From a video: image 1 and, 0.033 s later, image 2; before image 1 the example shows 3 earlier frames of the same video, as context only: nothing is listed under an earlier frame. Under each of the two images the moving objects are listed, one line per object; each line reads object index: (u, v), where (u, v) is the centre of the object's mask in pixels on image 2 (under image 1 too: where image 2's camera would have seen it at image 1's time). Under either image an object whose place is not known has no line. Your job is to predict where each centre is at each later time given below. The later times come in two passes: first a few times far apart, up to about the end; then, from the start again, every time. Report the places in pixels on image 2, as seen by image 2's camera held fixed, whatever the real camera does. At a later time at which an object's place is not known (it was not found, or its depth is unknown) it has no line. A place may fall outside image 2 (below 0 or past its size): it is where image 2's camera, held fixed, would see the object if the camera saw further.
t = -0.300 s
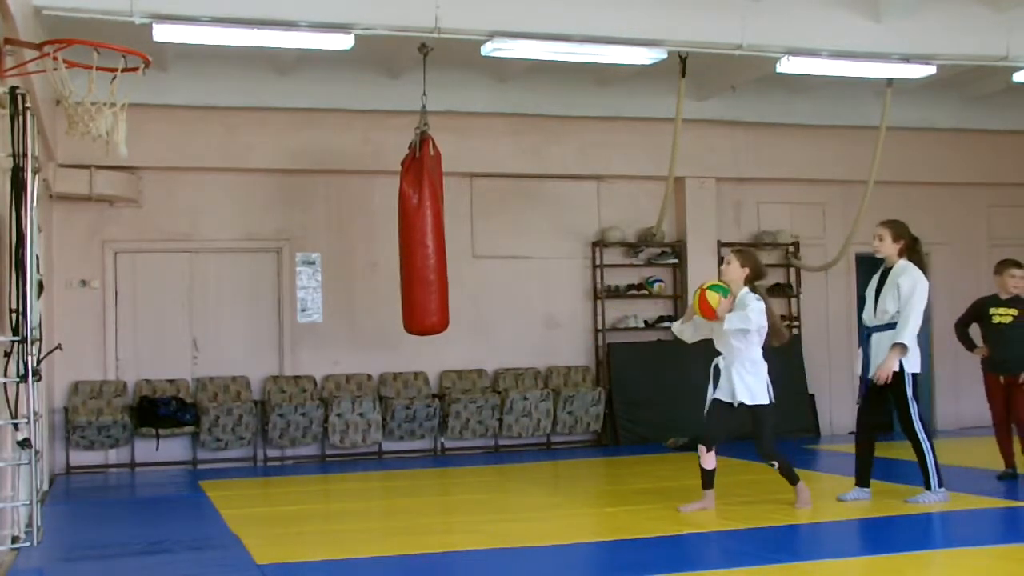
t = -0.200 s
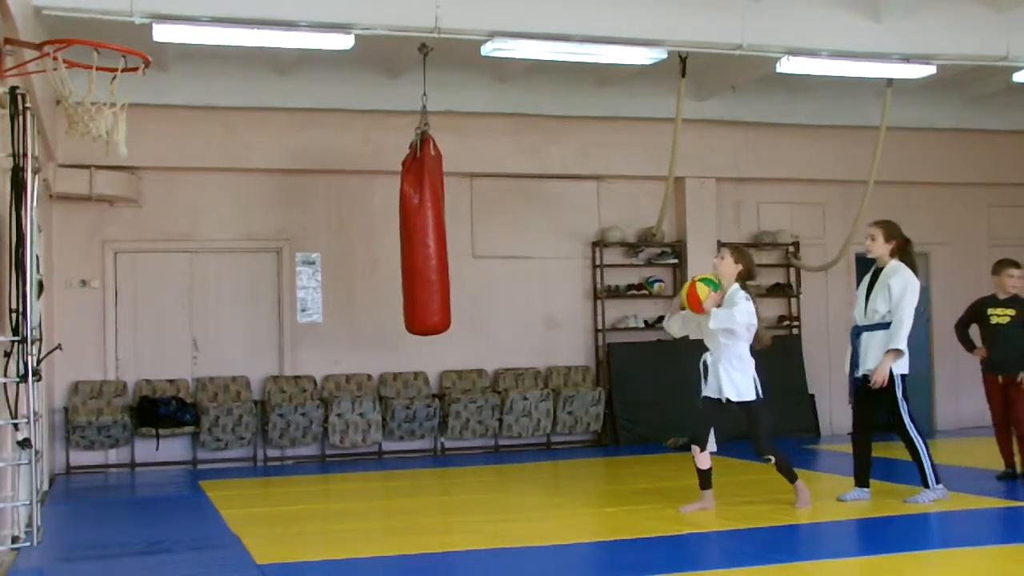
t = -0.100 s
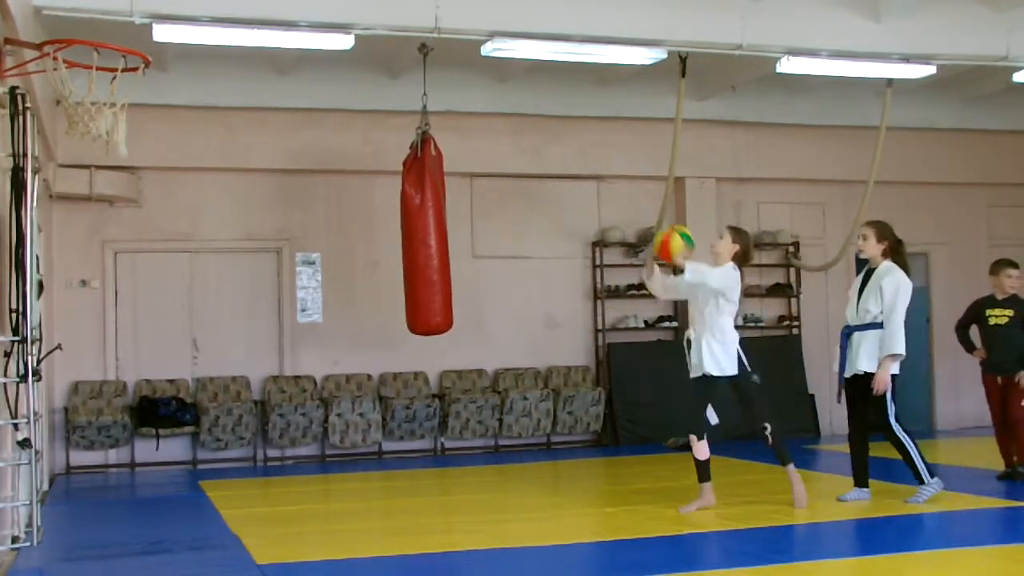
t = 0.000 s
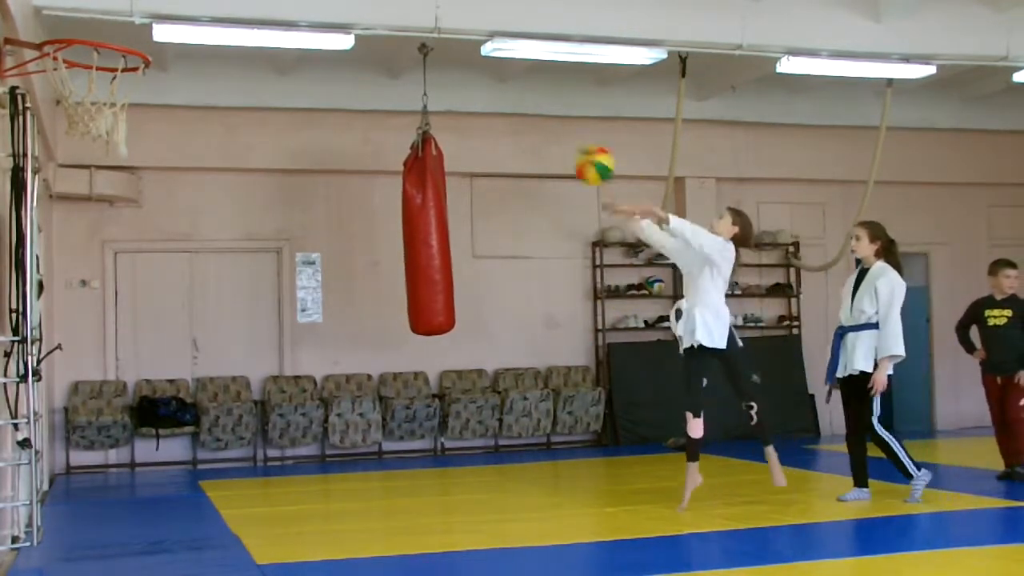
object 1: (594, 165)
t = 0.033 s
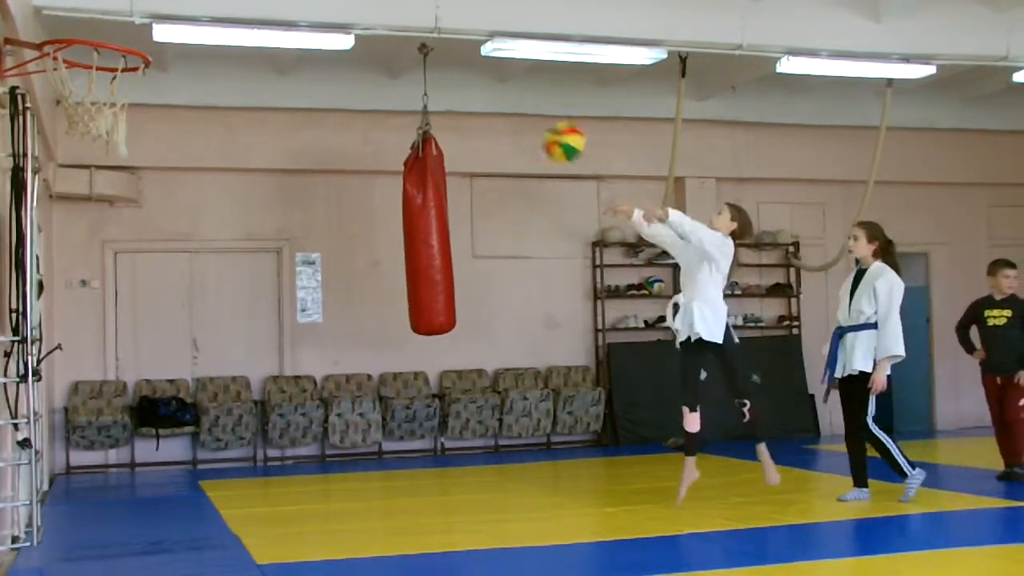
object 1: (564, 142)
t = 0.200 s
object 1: (410, 54)
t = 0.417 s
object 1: (203, 14)
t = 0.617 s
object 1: (31, 45)
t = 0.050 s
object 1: (548, 132)
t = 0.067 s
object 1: (533, 121)
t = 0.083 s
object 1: (518, 110)
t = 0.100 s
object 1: (503, 101)
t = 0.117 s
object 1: (488, 92)
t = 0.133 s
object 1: (471, 84)
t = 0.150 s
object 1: (457, 76)
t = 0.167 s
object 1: (441, 68)
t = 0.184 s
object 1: (426, 61)
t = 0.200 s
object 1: (410, 54)
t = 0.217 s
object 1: (393, 48)
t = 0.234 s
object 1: (376, 41)
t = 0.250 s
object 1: (362, 36)
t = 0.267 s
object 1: (346, 32)
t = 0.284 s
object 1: (329, 27)
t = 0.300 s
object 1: (313, 23)
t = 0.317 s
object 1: (297, 20)
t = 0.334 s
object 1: (282, 18)
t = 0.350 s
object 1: (266, 16)
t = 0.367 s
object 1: (250, 16)
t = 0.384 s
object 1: (234, 15)
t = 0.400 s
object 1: (219, 15)
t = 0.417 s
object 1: (203, 14)
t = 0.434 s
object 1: (186, 14)
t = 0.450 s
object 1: (169, 15)
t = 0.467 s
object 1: (154, 16)
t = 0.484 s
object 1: (137, 17)
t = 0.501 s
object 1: (121, 19)
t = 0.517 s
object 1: (105, 20)
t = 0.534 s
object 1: (88, 21)
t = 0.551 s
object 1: (73, 23)
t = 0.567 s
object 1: (55, 26)
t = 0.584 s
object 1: (35, 30)
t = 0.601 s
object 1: (24, 39)
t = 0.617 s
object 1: (31, 45)
